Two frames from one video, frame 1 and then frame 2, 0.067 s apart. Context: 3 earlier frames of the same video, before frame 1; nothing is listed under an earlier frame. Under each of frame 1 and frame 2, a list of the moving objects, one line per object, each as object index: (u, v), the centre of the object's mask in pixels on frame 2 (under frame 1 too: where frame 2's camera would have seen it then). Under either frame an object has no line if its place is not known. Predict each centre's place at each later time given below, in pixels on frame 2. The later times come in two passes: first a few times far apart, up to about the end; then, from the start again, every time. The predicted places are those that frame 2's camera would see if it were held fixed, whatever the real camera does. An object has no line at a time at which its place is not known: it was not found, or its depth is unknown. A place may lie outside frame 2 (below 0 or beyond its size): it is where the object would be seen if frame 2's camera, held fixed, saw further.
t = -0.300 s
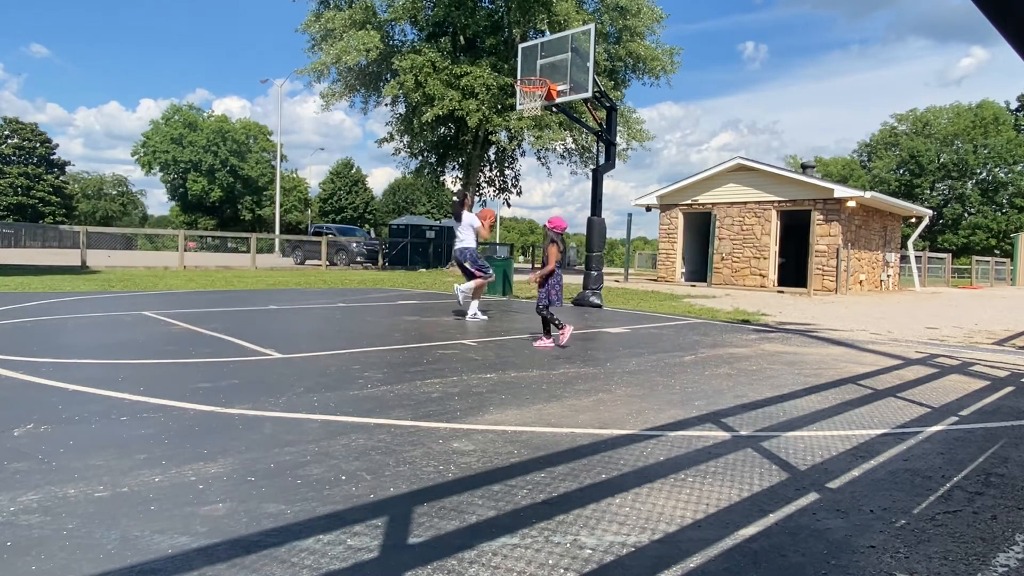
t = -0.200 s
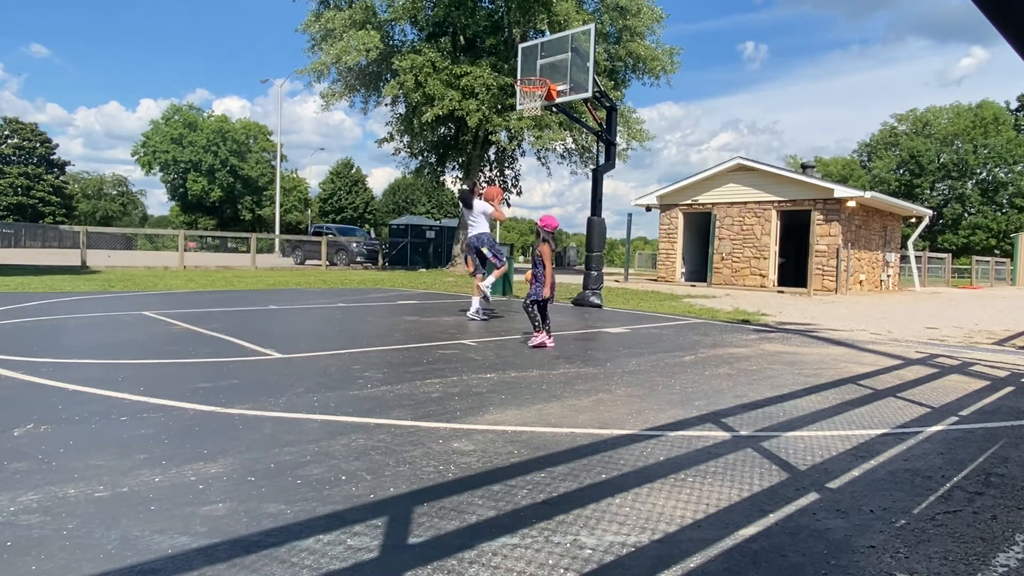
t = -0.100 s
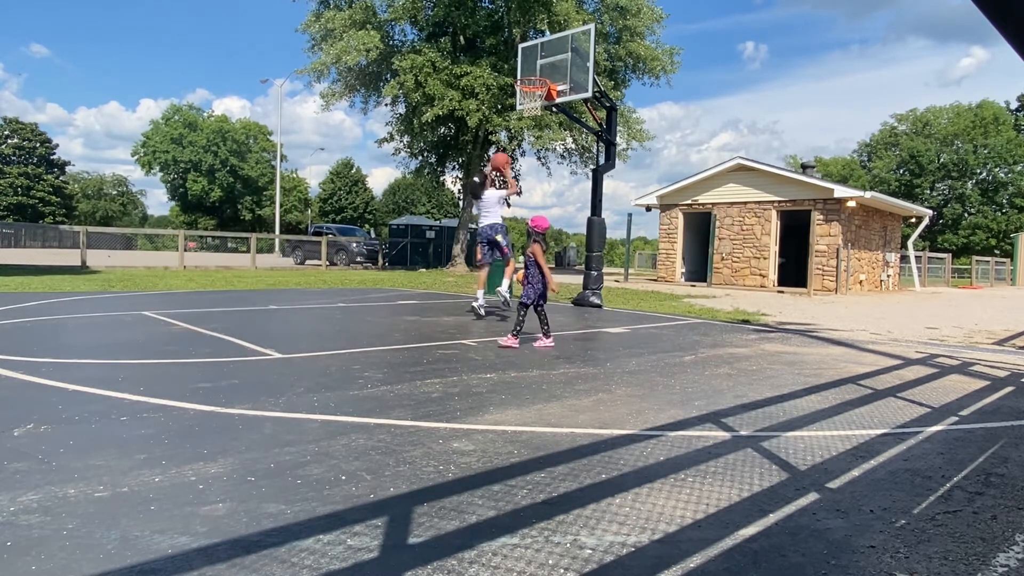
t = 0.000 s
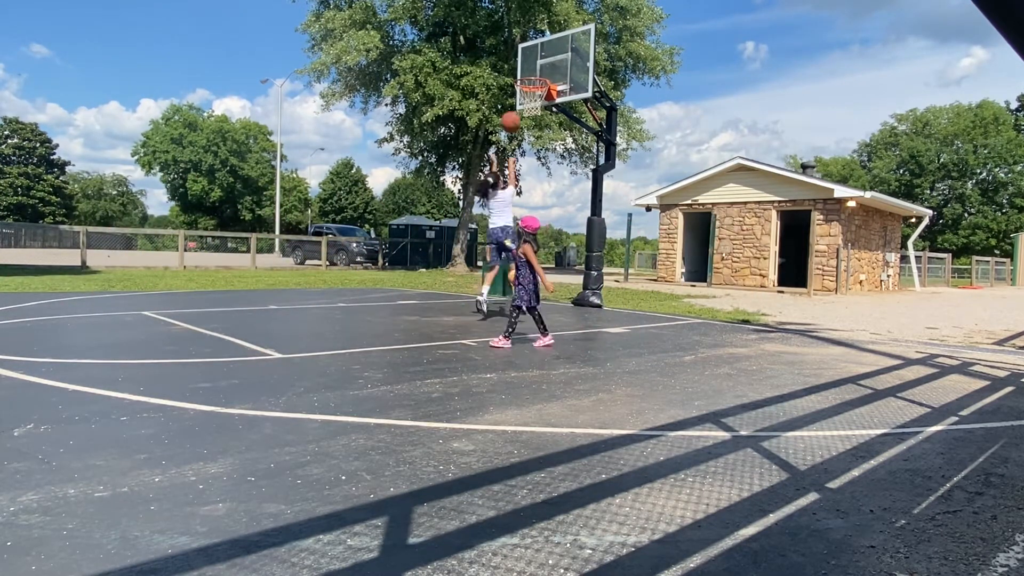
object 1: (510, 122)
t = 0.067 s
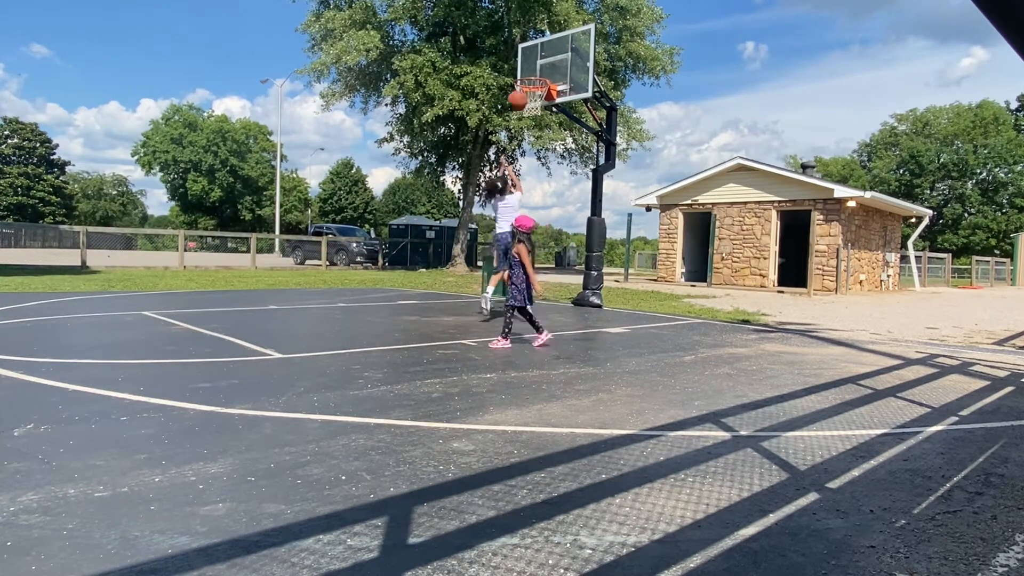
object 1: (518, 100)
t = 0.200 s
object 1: (529, 69)
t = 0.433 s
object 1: (548, 52)
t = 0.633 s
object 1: (544, 66)
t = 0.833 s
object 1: (524, 95)
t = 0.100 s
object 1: (520, 90)
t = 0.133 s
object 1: (523, 83)
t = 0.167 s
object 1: (527, 75)
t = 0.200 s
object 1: (529, 69)
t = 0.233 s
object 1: (532, 63)
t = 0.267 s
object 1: (535, 59)
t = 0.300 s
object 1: (538, 56)
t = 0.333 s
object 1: (540, 53)
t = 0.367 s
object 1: (543, 52)
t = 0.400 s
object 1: (545, 52)
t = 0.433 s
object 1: (548, 52)
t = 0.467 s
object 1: (550, 52)
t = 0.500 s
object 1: (552, 54)
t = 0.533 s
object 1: (554, 57)
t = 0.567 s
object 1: (552, 59)
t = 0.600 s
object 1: (548, 62)
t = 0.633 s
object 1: (544, 66)
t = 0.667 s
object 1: (541, 69)
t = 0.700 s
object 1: (537, 73)
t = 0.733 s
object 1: (532, 80)
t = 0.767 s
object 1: (529, 89)
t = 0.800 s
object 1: (523, 92)
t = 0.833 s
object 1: (524, 95)
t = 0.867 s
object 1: (524, 95)
